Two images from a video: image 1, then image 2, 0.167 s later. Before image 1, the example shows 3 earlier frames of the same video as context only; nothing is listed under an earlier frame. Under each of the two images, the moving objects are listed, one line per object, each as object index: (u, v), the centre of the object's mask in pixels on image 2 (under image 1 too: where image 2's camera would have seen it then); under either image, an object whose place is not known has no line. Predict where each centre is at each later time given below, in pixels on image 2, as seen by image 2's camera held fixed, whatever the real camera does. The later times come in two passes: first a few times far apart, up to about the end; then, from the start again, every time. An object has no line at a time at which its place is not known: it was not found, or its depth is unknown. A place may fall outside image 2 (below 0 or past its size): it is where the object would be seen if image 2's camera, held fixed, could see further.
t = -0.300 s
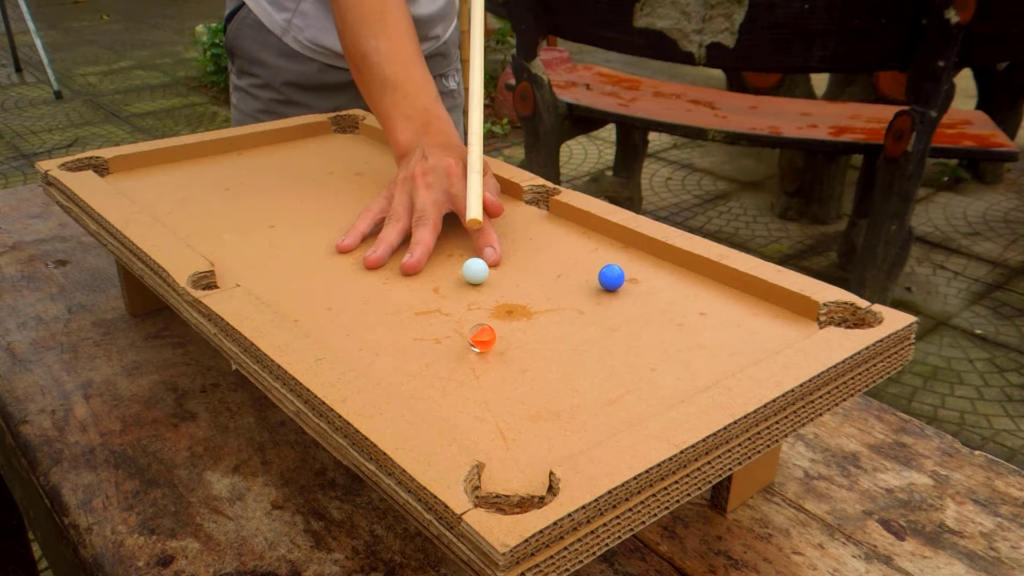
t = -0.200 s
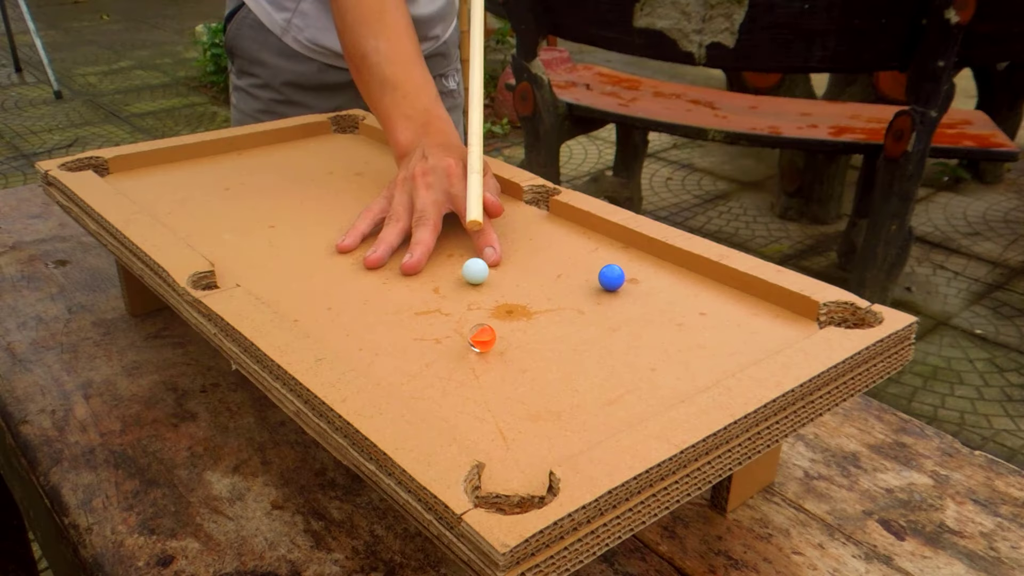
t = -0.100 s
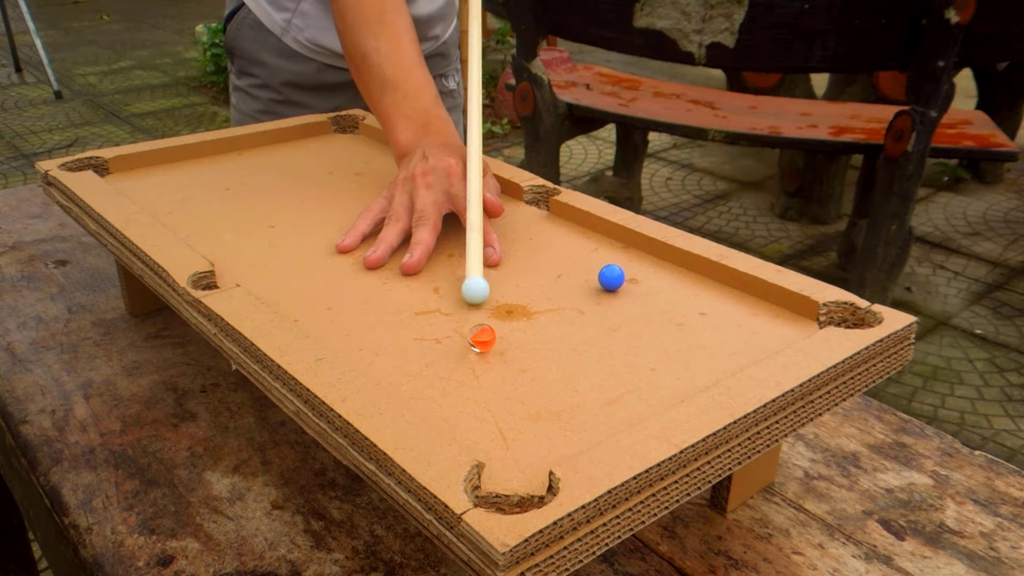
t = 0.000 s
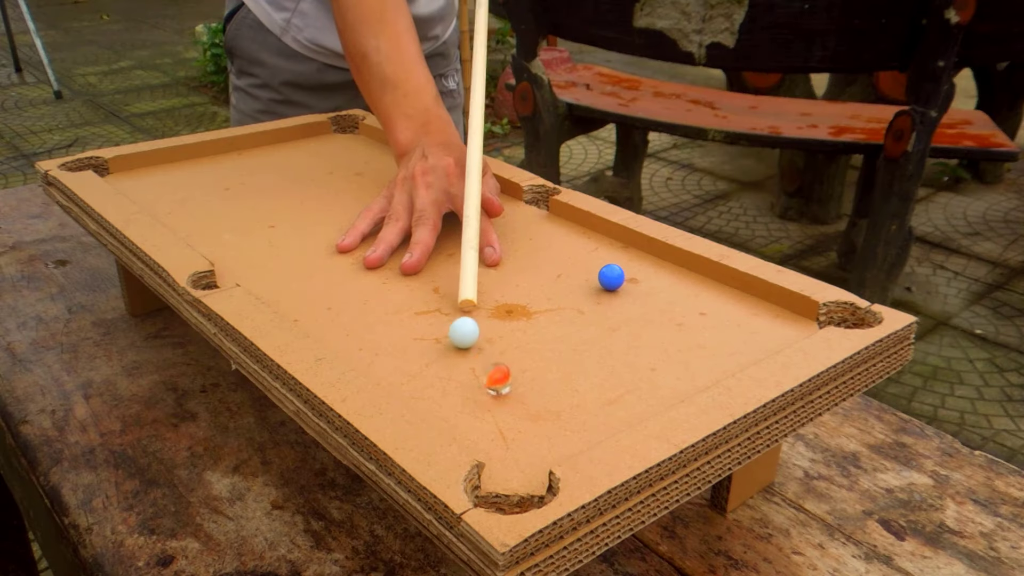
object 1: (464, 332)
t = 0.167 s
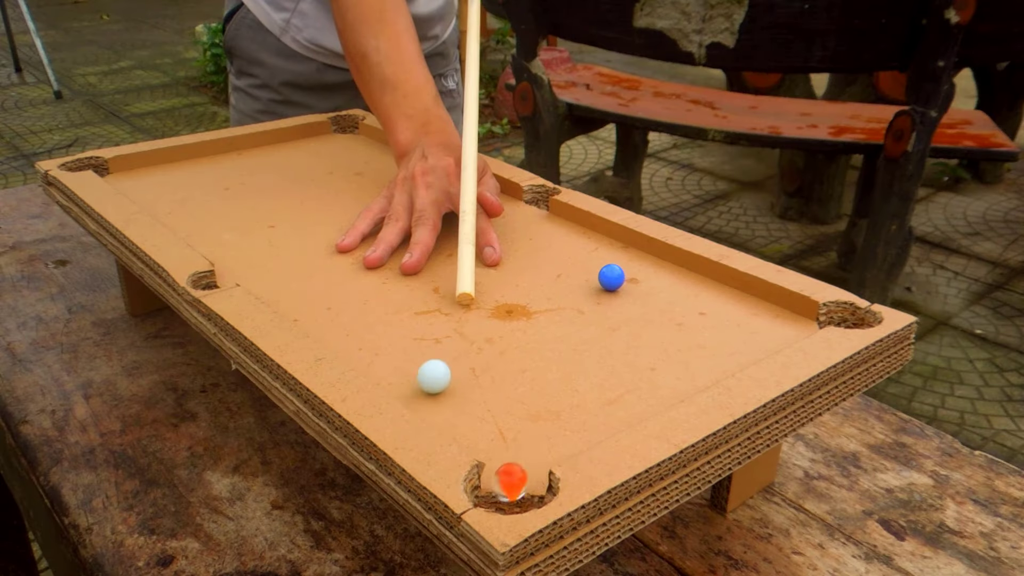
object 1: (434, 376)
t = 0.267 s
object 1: (417, 401)
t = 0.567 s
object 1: (467, 408)
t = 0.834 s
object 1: (504, 390)
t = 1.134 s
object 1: (548, 365)
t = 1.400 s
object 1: (590, 338)
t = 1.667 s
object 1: (630, 311)
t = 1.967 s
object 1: (675, 279)
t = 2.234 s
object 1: (682, 264)
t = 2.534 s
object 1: (671, 256)
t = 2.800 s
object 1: (665, 254)
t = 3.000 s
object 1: (661, 253)
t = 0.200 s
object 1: (428, 385)
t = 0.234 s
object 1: (422, 394)
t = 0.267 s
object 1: (417, 401)
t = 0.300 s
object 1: (421, 404)
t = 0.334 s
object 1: (427, 406)
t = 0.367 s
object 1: (432, 407)
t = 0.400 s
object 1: (438, 409)
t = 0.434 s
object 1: (444, 410)
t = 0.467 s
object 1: (451, 409)
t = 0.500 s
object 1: (456, 410)
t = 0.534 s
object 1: (462, 409)
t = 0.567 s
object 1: (467, 408)
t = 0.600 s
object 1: (472, 407)
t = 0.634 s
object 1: (476, 406)
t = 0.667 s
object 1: (481, 404)
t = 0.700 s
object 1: (486, 402)
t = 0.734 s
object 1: (491, 399)
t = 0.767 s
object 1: (496, 396)
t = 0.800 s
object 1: (500, 393)
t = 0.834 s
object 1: (504, 390)
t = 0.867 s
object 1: (508, 388)
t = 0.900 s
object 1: (511, 385)
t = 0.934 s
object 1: (516, 382)
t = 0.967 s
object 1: (521, 380)
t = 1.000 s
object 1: (527, 377)
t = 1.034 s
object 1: (532, 373)
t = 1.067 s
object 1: (538, 370)
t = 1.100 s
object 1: (543, 367)
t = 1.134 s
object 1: (548, 365)
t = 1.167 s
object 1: (553, 362)
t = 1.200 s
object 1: (559, 359)
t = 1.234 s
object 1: (564, 355)
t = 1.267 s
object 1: (569, 352)
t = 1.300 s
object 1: (574, 349)
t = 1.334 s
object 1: (579, 345)
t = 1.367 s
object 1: (584, 342)
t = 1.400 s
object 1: (590, 338)
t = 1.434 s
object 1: (595, 335)
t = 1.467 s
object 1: (601, 331)
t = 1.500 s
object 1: (606, 328)
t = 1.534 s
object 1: (611, 325)
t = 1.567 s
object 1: (616, 322)
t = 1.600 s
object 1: (621, 318)
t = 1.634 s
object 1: (626, 314)
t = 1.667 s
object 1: (630, 311)
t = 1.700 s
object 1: (635, 307)
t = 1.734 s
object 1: (640, 303)
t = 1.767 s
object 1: (645, 300)
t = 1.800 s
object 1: (650, 296)
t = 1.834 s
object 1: (655, 293)
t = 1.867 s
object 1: (661, 290)
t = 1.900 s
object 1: (666, 285)
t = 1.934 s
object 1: (670, 282)
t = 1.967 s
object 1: (675, 279)
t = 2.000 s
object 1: (681, 275)
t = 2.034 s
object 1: (686, 271)
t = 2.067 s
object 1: (691, 268)
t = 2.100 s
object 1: (692, 266)
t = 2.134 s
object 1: (689, 266)
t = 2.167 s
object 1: (686, 265)
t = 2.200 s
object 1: (684, 265)
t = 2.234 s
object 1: (682, 264)
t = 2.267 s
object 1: (680, 263)
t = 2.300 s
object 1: (679, 261)
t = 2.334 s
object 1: (679, 260)
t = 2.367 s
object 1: (677, 259)
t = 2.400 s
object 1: (675, 259)
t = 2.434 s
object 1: (674, 258)
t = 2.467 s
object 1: (673, 257)
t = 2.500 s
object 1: (672, 257)
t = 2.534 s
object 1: (671, 256)
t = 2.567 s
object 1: (670, 256)
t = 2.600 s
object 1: (669, 256)
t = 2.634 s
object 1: (668, 255)
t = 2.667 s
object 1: (667, 255)
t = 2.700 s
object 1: (667, 255)
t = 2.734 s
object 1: (666, 255)
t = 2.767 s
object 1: (666, 254)
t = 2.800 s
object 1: (665, 254)
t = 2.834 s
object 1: (664, 254)
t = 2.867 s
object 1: (664, 254)
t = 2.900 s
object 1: (663, 253)
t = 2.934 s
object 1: (662, 253)
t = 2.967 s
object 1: (662, 253)
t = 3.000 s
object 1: (661, 253)
